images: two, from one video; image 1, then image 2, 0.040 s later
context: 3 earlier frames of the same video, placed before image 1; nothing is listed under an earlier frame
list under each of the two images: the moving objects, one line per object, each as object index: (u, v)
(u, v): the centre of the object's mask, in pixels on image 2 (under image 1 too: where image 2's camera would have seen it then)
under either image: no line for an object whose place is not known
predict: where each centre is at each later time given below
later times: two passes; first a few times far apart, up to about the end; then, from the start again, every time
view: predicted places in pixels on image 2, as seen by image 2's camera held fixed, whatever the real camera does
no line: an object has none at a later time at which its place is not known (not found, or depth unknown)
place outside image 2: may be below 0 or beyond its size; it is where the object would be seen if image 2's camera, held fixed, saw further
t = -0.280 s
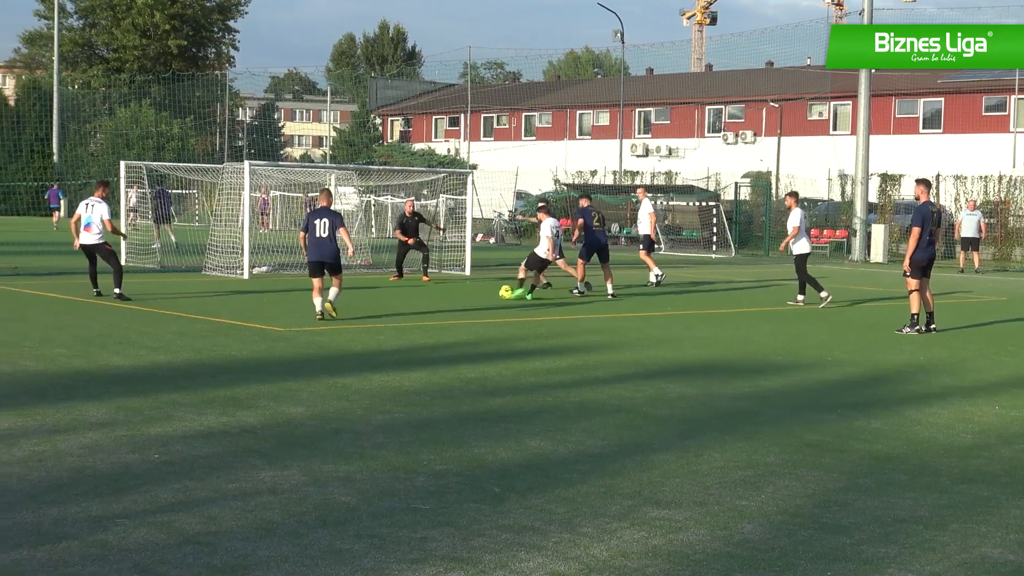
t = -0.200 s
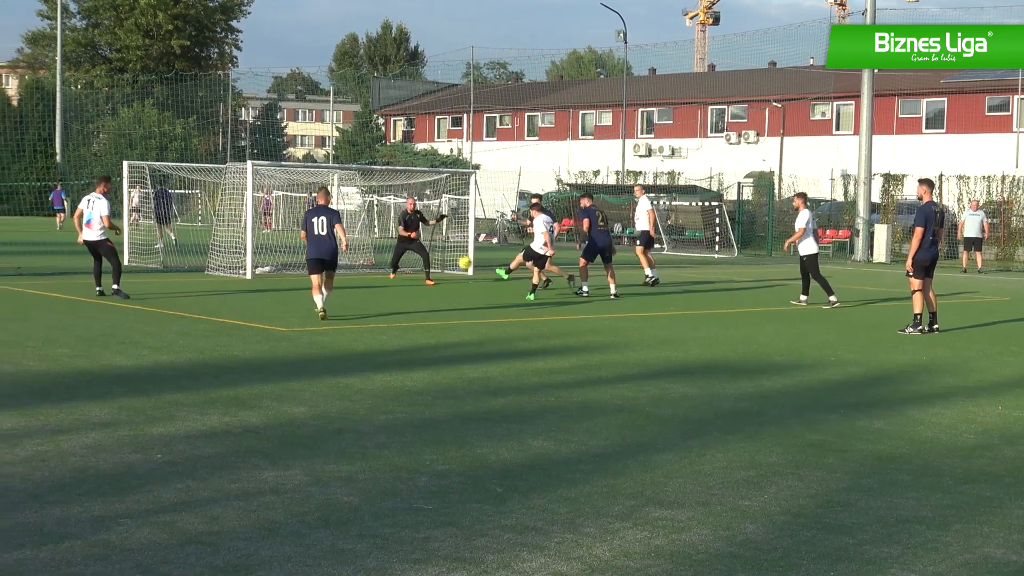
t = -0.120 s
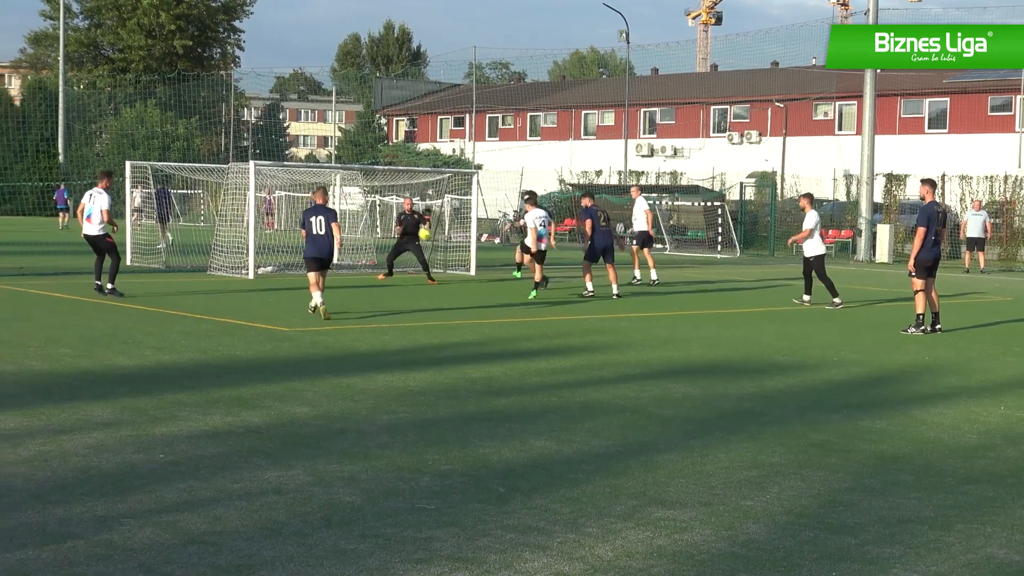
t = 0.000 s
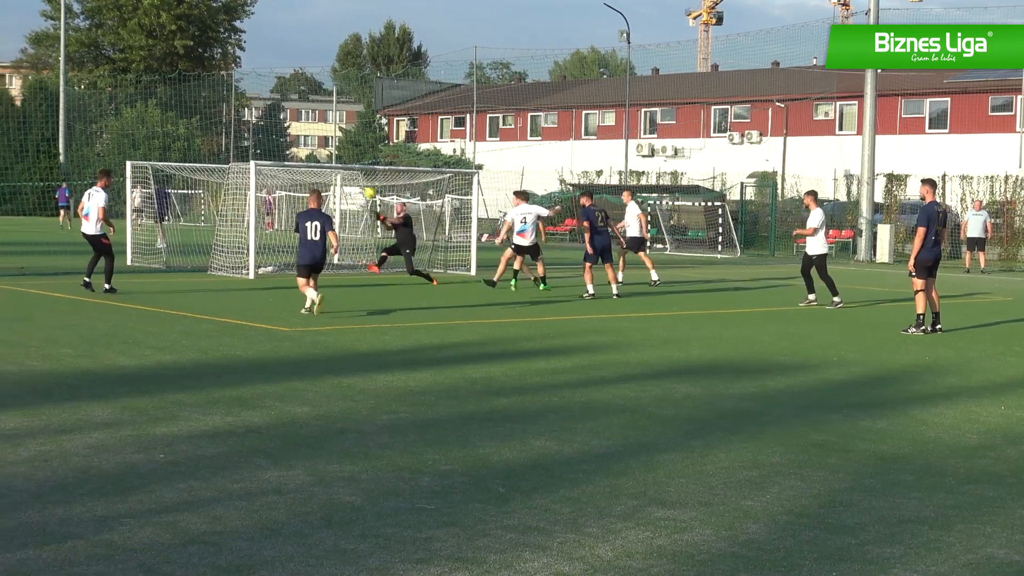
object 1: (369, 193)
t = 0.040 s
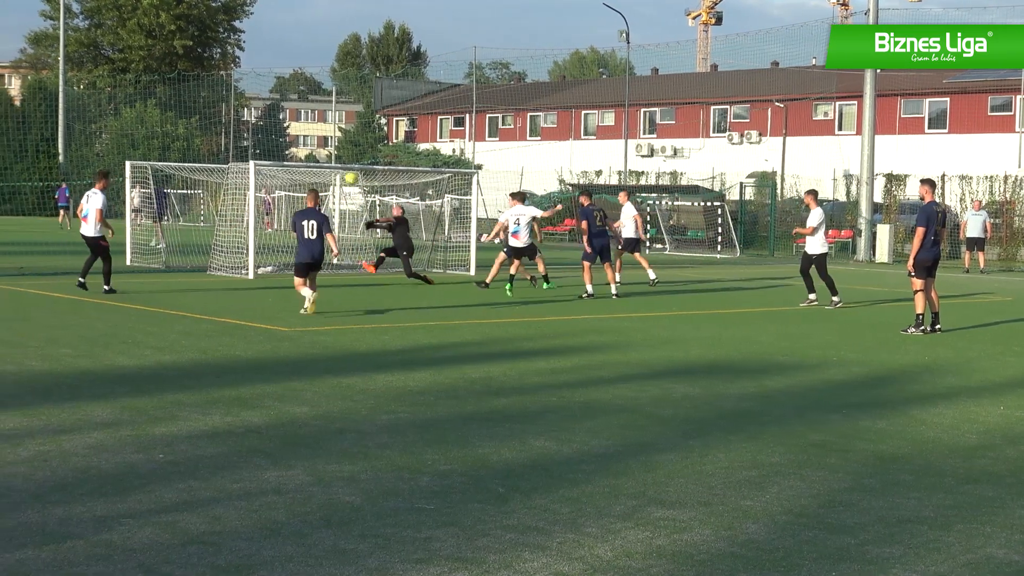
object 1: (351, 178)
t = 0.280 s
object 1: (246, 115)
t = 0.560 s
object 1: (135, 86)
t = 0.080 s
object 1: (333, 165)
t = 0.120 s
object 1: (315, 154)
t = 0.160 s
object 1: (297, 142)
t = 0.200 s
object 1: (279, 132)
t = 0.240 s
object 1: (263, 123)
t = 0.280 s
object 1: (246, 115)
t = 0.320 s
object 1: (230, 108)
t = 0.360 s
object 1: (214, 102)
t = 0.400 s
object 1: (198, 97)
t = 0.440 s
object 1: (182, 93)
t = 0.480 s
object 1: (166, 90)
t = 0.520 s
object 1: (150, 87)
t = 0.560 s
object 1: (135, 86)
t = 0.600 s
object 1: (121, 84)
